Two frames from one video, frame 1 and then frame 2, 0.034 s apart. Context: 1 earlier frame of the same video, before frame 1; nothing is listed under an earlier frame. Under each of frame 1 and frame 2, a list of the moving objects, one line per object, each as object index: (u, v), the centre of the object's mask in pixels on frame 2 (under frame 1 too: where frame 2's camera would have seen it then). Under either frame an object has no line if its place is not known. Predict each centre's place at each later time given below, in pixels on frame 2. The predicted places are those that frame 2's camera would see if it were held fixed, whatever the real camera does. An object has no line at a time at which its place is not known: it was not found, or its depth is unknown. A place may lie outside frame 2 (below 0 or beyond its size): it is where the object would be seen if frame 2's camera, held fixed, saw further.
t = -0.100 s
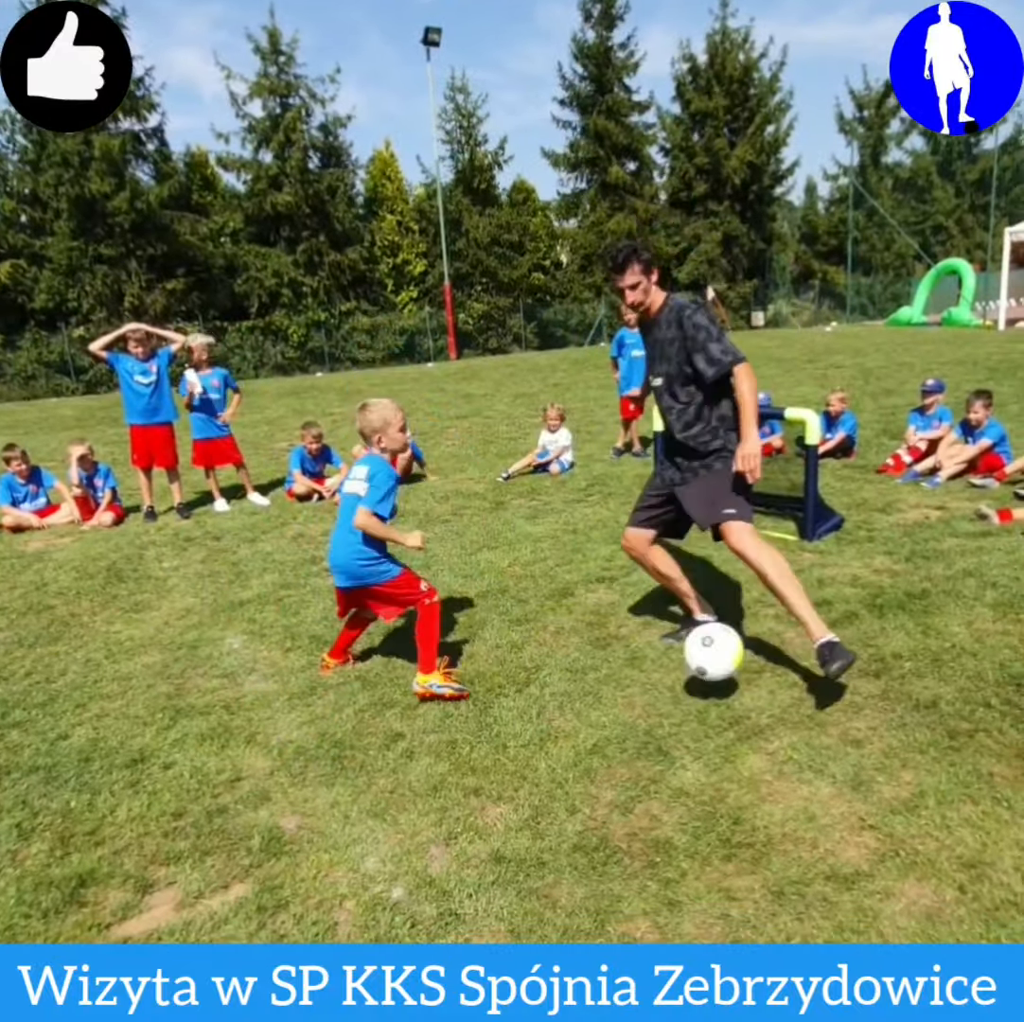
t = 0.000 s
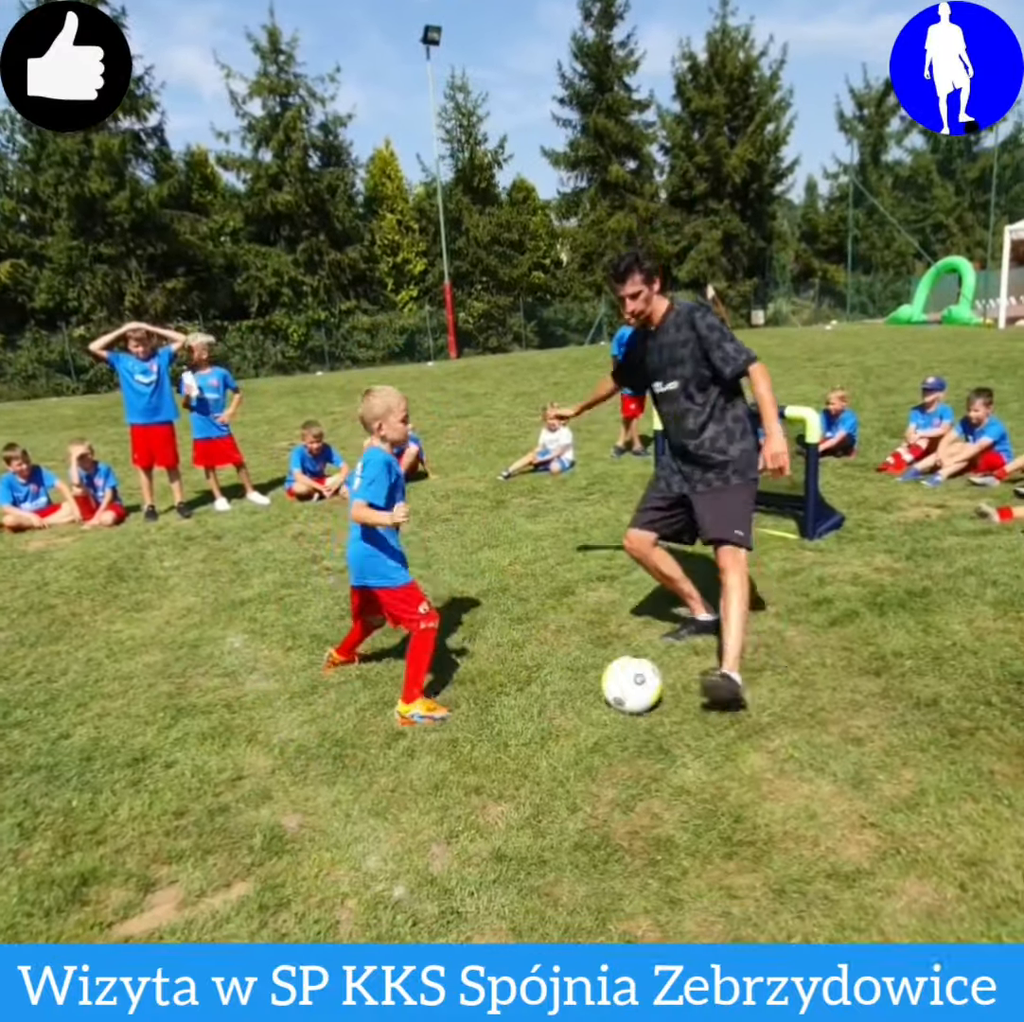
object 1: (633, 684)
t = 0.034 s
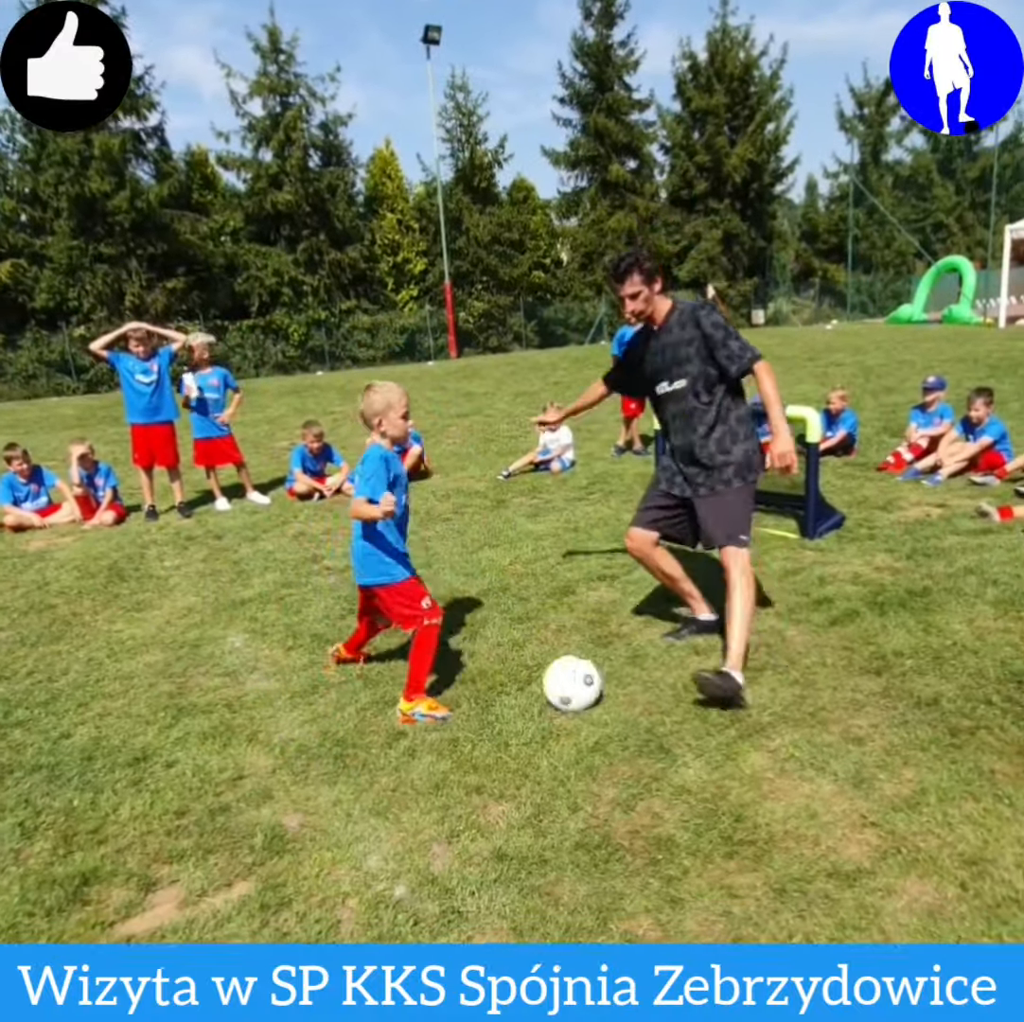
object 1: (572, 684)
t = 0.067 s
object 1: (521, 679)
